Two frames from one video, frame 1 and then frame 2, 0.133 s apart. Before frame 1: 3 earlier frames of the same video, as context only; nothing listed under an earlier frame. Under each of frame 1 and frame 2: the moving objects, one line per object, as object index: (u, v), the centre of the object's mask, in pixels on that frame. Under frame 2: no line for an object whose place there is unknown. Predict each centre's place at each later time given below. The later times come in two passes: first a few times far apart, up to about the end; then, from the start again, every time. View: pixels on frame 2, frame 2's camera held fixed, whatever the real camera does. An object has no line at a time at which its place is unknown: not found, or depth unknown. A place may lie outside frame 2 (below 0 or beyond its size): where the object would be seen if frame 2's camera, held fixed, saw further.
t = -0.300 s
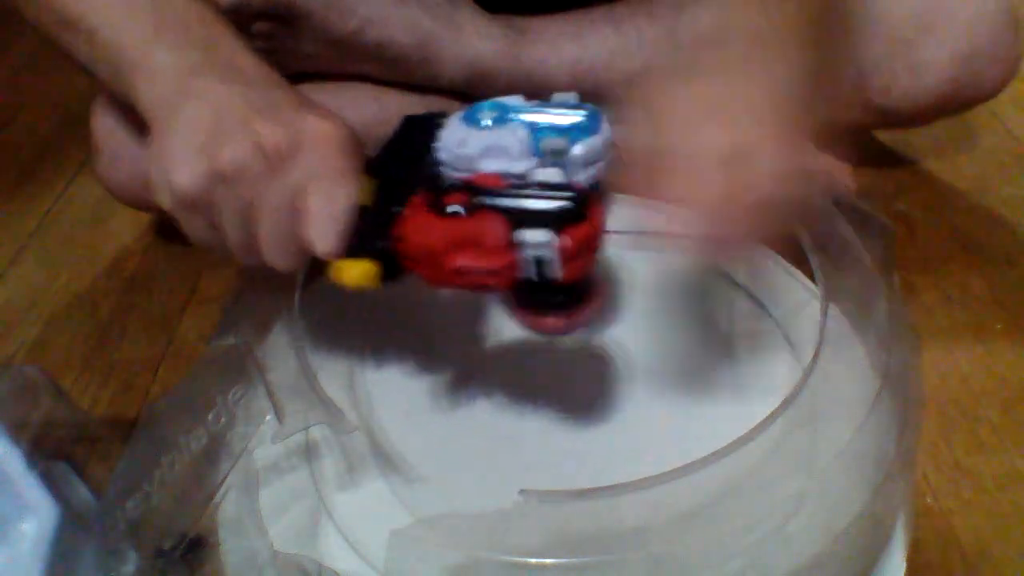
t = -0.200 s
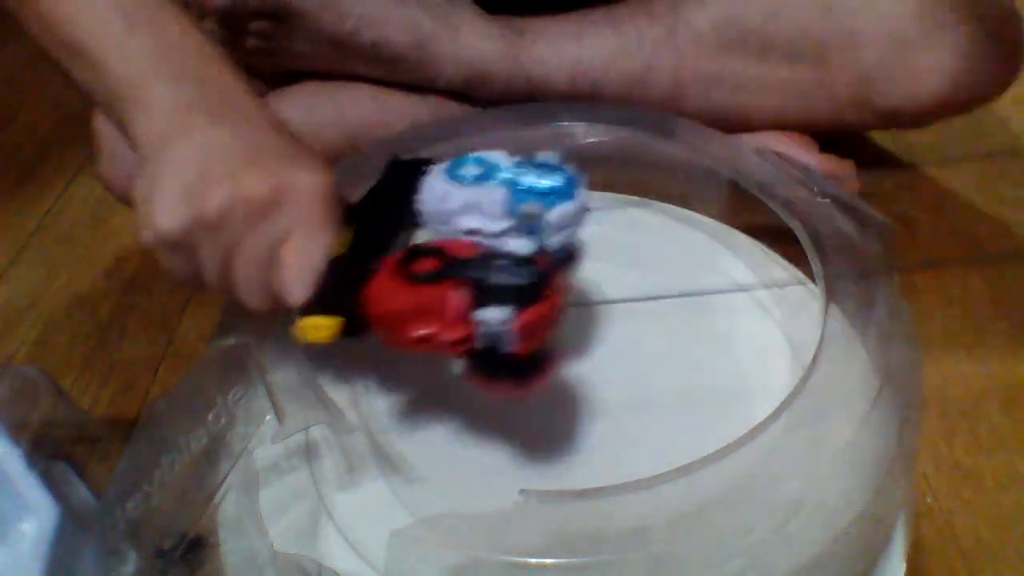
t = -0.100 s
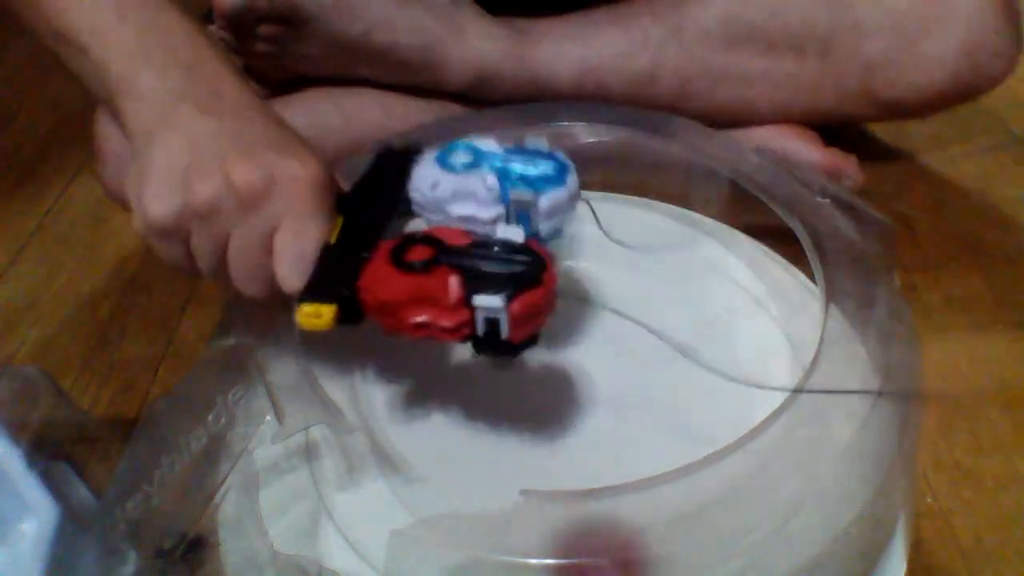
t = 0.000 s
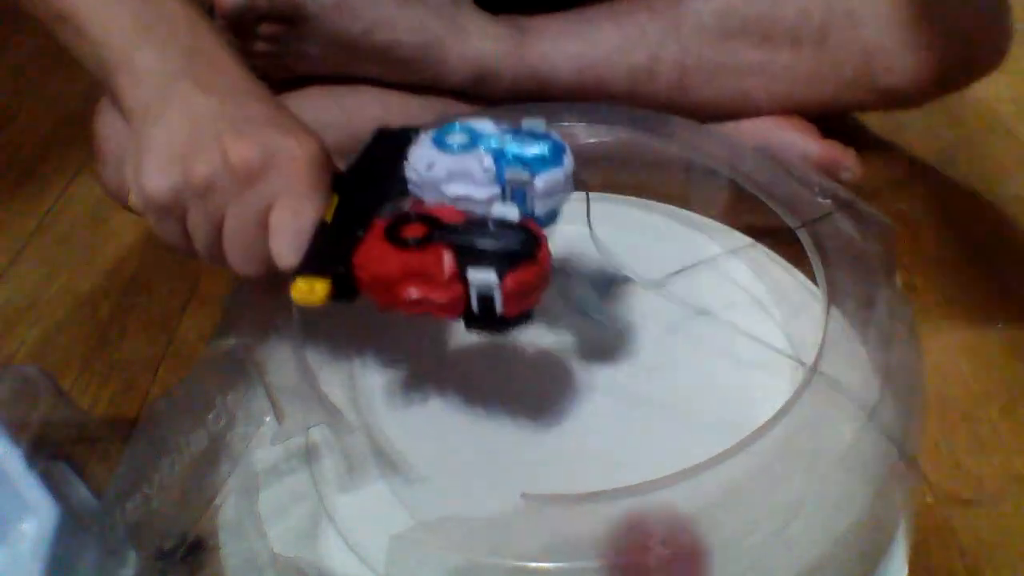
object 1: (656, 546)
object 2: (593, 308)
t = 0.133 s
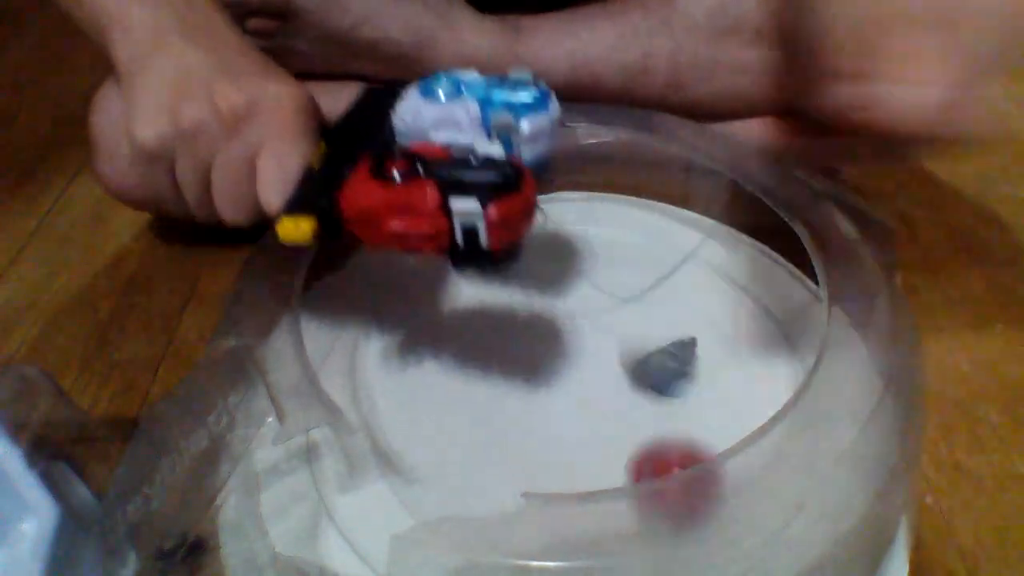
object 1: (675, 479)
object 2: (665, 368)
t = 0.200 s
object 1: (673, 450)
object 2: (672, 387)
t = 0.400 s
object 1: (608, 451)
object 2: (649, 334)
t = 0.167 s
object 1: (677, 465)
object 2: (671, 374)
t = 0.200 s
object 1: (673, 450)
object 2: (672, 387)
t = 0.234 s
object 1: (676, 450)
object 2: (670, 397)
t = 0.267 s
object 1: (680, 432)
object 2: (664, 387)
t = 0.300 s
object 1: (668, 420)
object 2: (659, 372)
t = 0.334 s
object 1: (650, 422)
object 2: (662, 355)
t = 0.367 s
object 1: (630, 433)
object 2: (654, 344)
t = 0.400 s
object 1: (608, 451)
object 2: (649, 334)
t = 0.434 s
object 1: (585, 472)
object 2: (645, 322)
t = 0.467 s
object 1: (583, 471)
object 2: (633, 318)
